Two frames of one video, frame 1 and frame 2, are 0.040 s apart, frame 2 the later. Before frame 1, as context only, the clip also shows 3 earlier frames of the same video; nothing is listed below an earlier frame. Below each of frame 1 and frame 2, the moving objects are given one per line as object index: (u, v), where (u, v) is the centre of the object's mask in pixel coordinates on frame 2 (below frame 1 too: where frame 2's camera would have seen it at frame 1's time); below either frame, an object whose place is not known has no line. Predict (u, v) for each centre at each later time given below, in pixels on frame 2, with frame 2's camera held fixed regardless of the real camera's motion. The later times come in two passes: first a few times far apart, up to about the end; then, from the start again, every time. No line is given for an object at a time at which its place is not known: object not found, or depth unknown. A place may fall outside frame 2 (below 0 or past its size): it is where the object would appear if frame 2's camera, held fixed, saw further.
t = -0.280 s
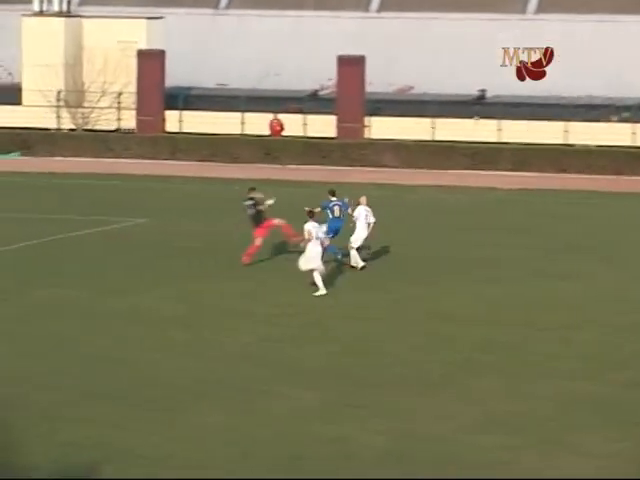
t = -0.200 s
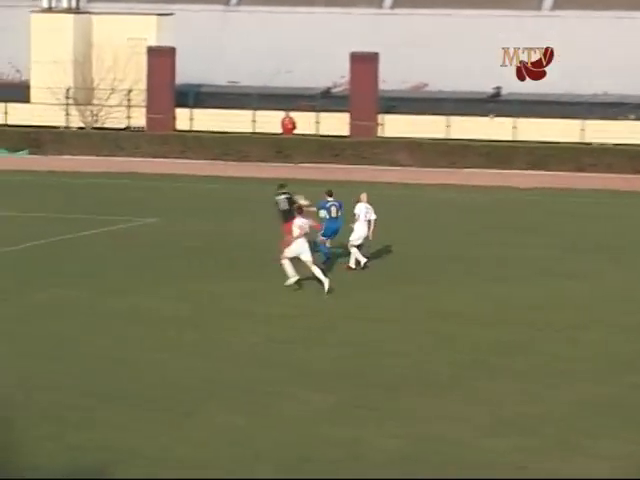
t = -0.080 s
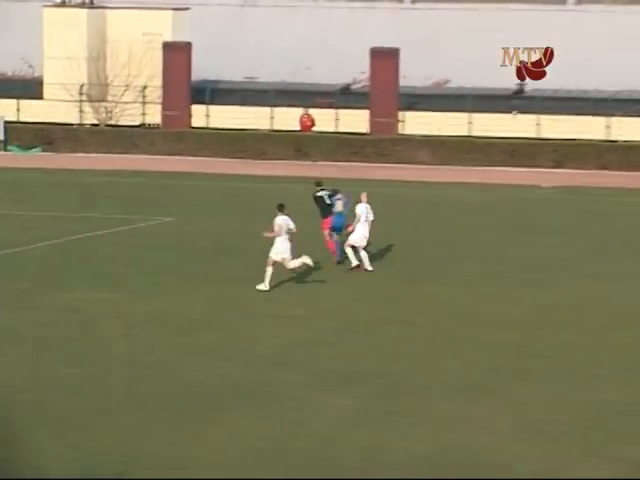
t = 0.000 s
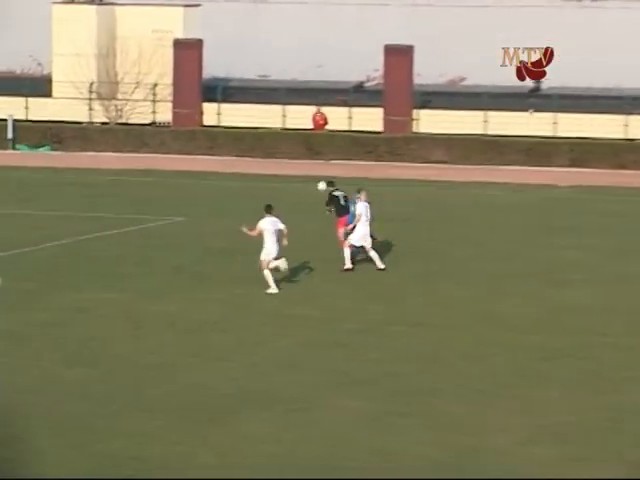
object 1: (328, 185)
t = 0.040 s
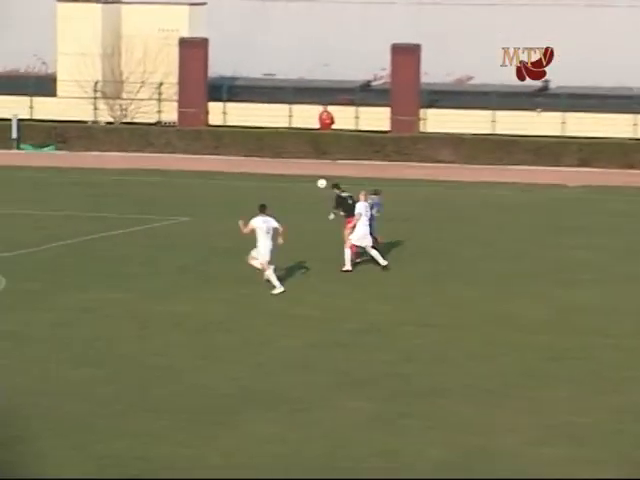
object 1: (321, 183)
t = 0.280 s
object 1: (285, 183)
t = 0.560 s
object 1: (248, 217)
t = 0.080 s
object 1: (315, 181)
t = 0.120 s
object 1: (309, 180)
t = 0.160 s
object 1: (303, 180)
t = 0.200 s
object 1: (297, 180)
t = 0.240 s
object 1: (291, 182)
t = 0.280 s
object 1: (285, 183)
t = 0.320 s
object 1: (279, 186)
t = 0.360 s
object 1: (273, 190)
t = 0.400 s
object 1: (269, 194)
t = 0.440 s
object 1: (263, 199)
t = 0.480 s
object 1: (258, 204)
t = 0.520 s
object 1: (252, 211)
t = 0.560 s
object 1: (248, 217)
